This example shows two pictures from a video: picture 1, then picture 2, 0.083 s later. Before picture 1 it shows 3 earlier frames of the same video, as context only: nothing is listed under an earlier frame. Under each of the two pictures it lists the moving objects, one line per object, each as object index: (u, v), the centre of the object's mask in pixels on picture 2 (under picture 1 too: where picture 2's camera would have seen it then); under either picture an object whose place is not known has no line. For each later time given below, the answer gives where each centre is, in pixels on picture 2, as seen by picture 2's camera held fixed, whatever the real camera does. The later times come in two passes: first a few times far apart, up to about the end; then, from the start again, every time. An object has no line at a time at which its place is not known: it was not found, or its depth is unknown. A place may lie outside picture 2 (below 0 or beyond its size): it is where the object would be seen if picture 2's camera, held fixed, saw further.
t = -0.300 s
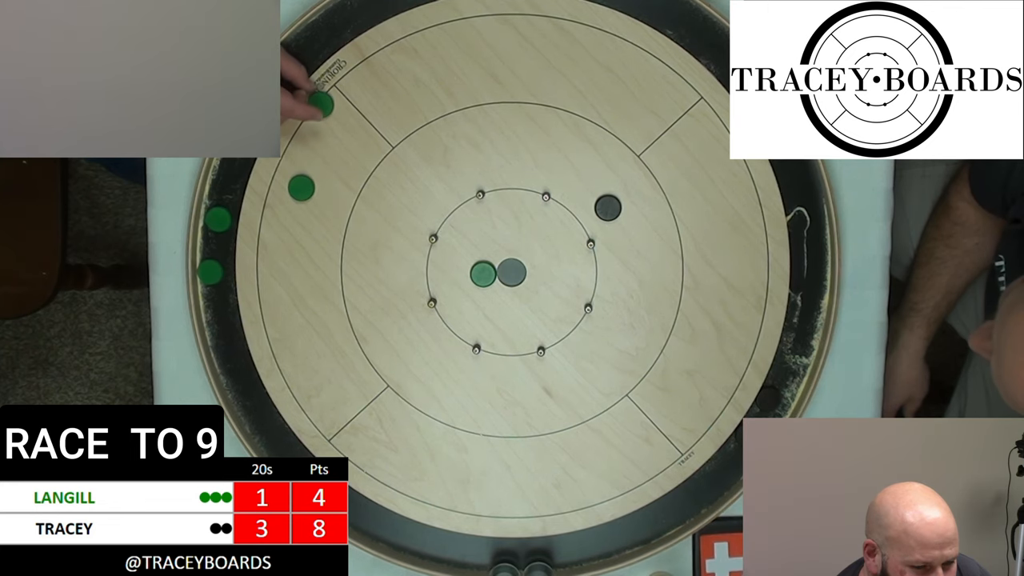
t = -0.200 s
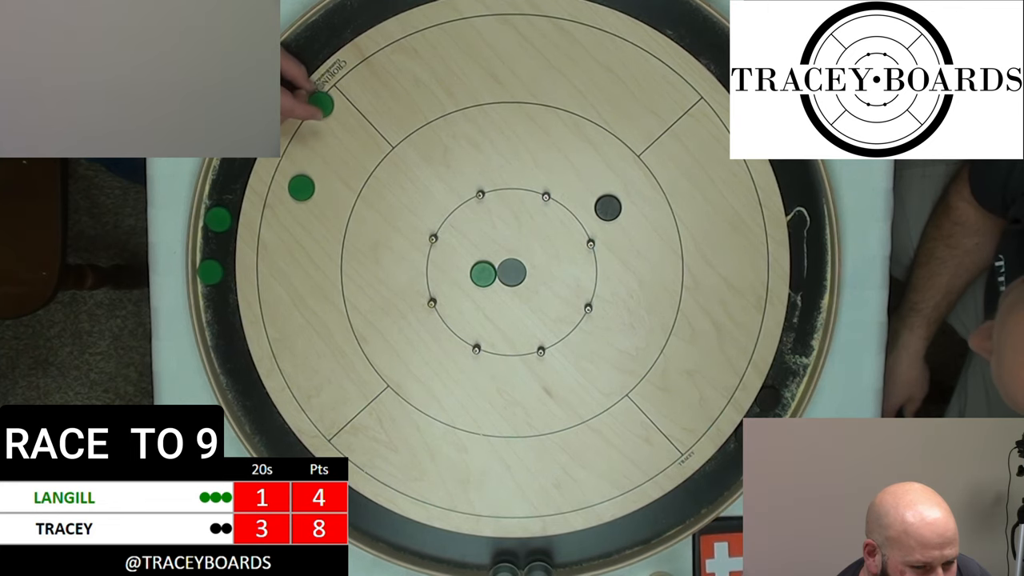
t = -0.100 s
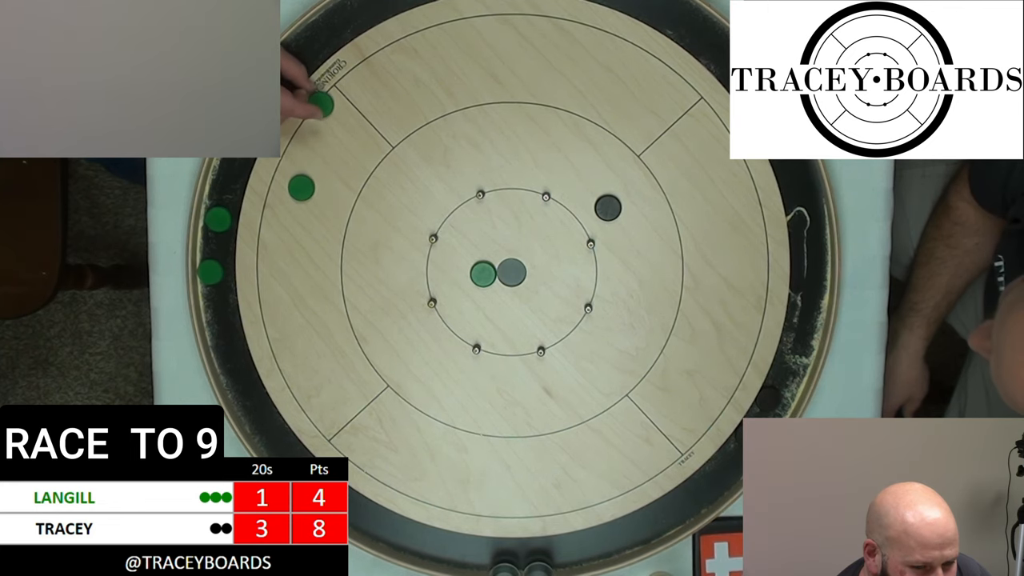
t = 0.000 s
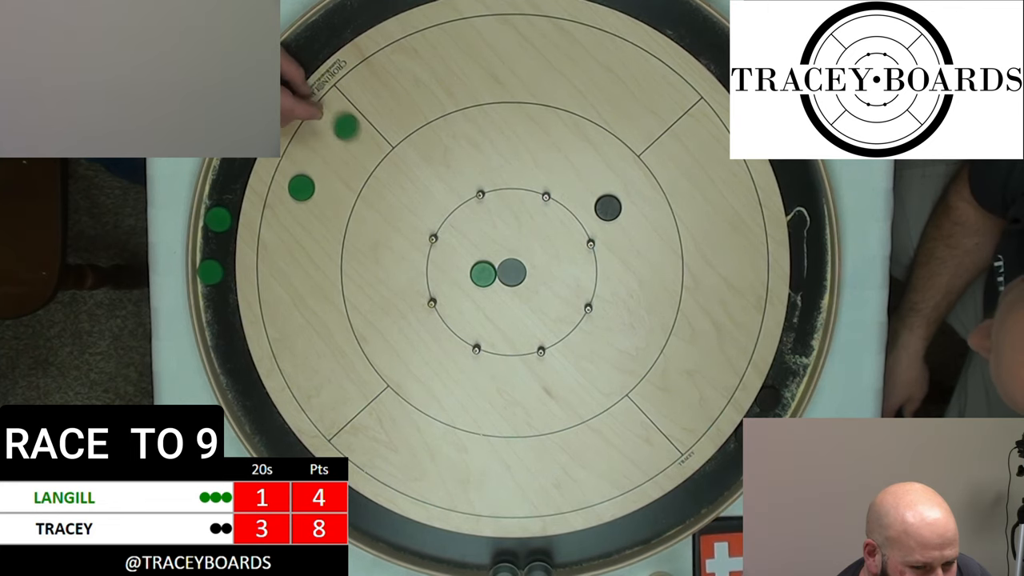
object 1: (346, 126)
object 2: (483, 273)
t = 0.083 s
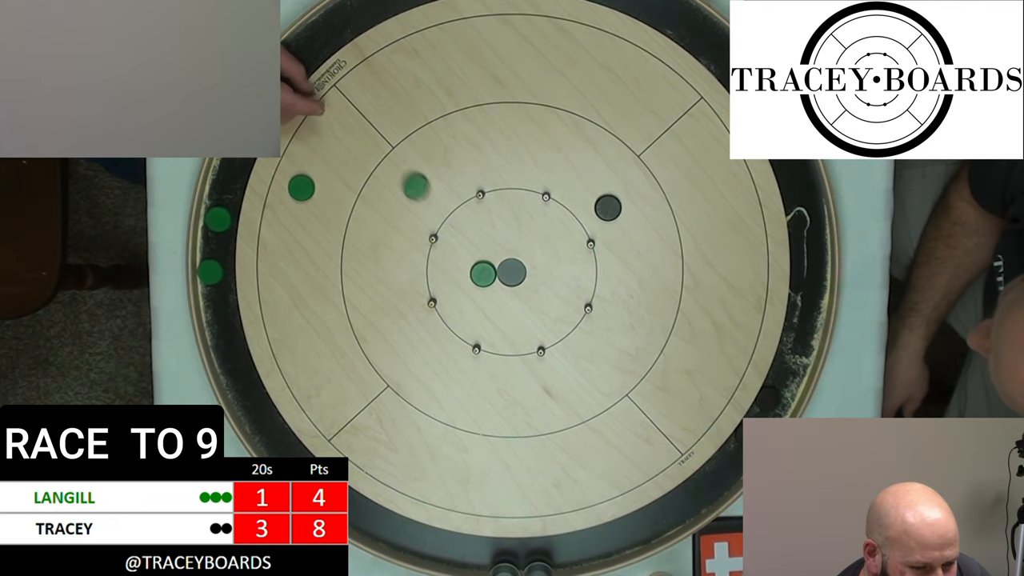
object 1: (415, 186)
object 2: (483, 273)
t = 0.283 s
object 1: (569, 264)
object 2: (477, 318)
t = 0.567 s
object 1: (739, 298)
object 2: (471, 260)
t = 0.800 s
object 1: (800, 310)
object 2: (470, 237)
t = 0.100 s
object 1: (429, 197)
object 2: (483, 273)
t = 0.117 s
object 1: (442, 208)
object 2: (483, 273)
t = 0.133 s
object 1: (456, 221)
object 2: (483, 273)
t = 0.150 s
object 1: (469, 232)
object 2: (483, 273)
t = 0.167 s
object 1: (482, 242)
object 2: (483, 273)
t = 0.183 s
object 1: (495, 249)
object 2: (482, 277)
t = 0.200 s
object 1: (508, 251)
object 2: (482, 284)
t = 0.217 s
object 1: (521, 254)
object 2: (481, 291)
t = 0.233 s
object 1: (533, 257)
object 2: (480, 298)
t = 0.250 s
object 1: (545, 259)
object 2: (479, 305)
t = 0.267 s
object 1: (557, 262)
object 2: (478, 311)
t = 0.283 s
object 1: (569, 264)
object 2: (477, 318)
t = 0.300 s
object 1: (580, 267)
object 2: (476, 325)
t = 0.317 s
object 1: (592, 269)
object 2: (475, 330)
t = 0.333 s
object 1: (603, 271)
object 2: (475, 326)
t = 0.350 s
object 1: (614, 274)
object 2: (475, 321)
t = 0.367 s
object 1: (624, 276)
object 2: (475, 315)
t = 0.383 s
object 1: (635, 278)
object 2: (474, 310)
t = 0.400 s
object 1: (645, 280)
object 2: (474, 305)
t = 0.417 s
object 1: (656, 282)
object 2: (474, 300)
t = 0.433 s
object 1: (665, 284)
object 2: (473, 295)
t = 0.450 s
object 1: (675, 286)
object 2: (473, 290)
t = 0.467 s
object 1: (685, 287)
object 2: (473, 285)
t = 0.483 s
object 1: (695, 289)
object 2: (472, 280)
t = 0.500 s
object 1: (704, 291)
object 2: (472, 276)
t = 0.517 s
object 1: (713, 293)
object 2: (472, 271)
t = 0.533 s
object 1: (722, 294)
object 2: (472, 267)
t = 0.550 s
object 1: (731, 296)
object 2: (472, 264)
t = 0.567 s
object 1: (739, 298)
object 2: (471, 260)
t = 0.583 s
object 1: (748, 299)
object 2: (471, 257)
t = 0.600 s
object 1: (756, 300)
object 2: (471, 254)
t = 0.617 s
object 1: (764, 302)
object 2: (471, 251)
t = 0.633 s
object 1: (772, 304)
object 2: (471, 248)
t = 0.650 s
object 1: (780, 305)
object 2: (470, 246)
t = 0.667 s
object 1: (787, 307)
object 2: (470, 244)
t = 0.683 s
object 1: (794, 308)
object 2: (470, 242)
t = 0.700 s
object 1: (800, 309)
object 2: (470, 241)
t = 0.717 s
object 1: (807, 310)
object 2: (470, 240)
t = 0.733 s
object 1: (813, 311)
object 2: (470, 239)
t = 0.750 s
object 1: (810, 311)
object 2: (470, 238)
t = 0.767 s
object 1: (807, 311)
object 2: (470, 238)
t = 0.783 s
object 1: (802, 310)
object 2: (470, 237)
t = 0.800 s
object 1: (800, 310)
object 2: (470, 237)
